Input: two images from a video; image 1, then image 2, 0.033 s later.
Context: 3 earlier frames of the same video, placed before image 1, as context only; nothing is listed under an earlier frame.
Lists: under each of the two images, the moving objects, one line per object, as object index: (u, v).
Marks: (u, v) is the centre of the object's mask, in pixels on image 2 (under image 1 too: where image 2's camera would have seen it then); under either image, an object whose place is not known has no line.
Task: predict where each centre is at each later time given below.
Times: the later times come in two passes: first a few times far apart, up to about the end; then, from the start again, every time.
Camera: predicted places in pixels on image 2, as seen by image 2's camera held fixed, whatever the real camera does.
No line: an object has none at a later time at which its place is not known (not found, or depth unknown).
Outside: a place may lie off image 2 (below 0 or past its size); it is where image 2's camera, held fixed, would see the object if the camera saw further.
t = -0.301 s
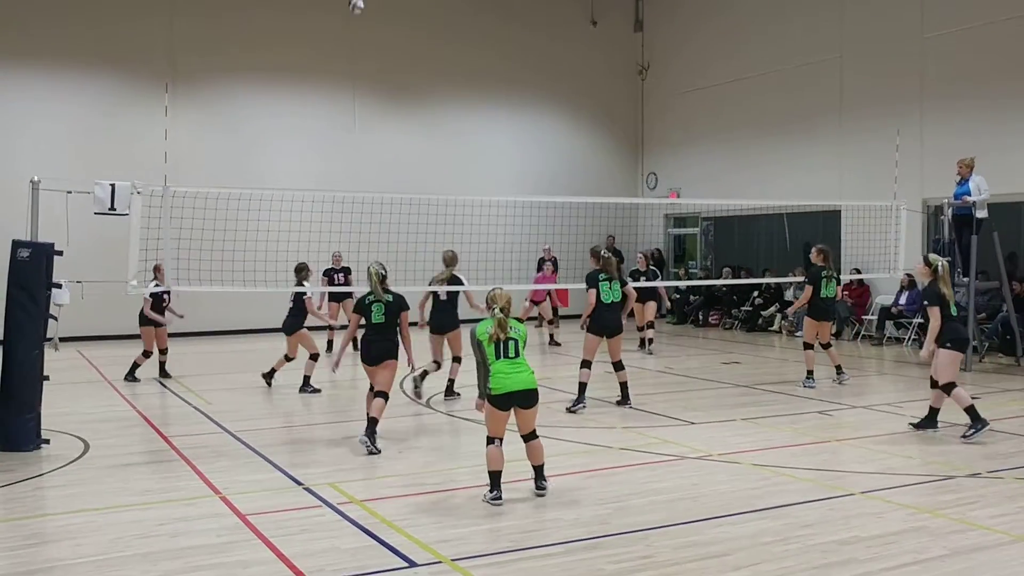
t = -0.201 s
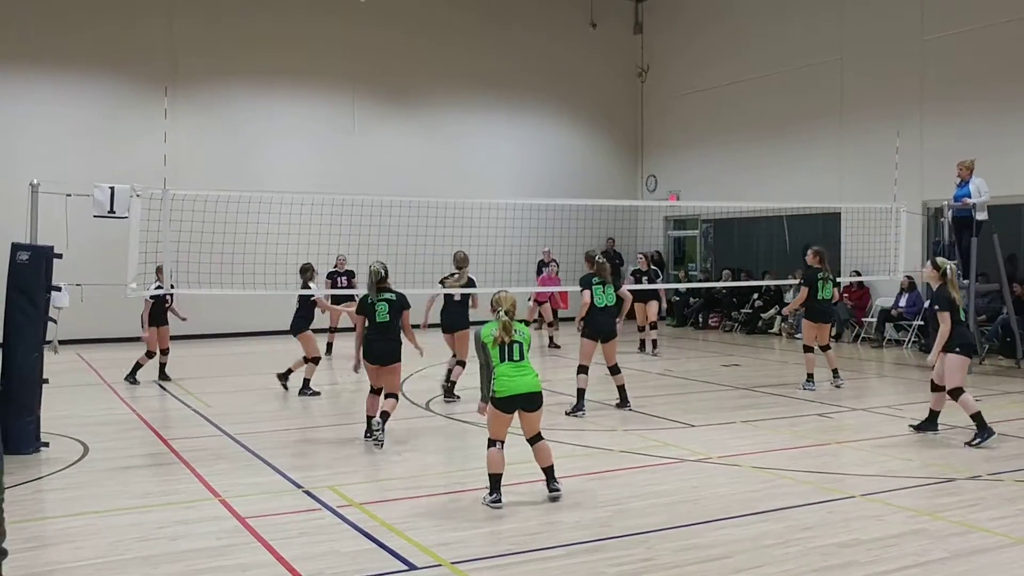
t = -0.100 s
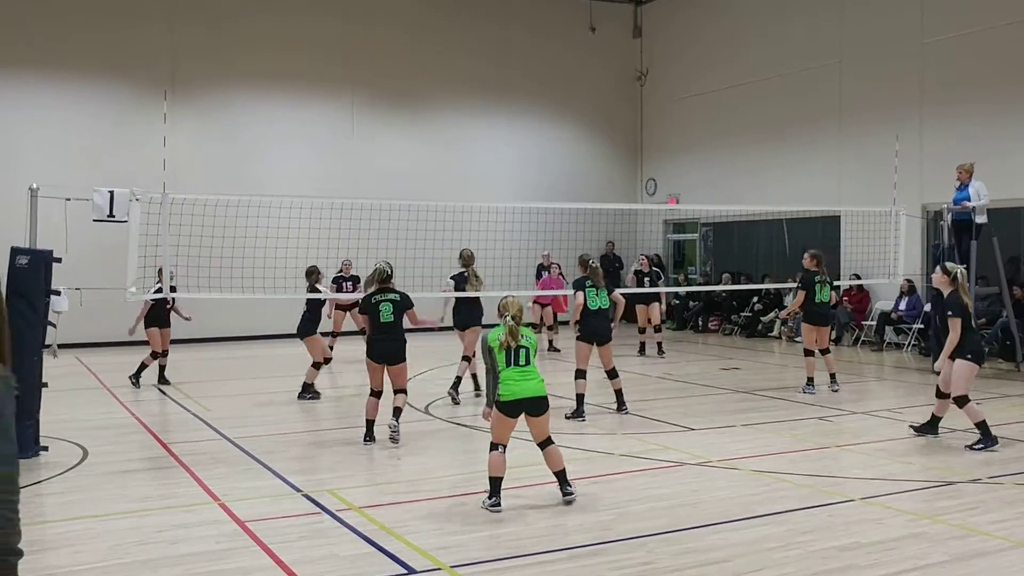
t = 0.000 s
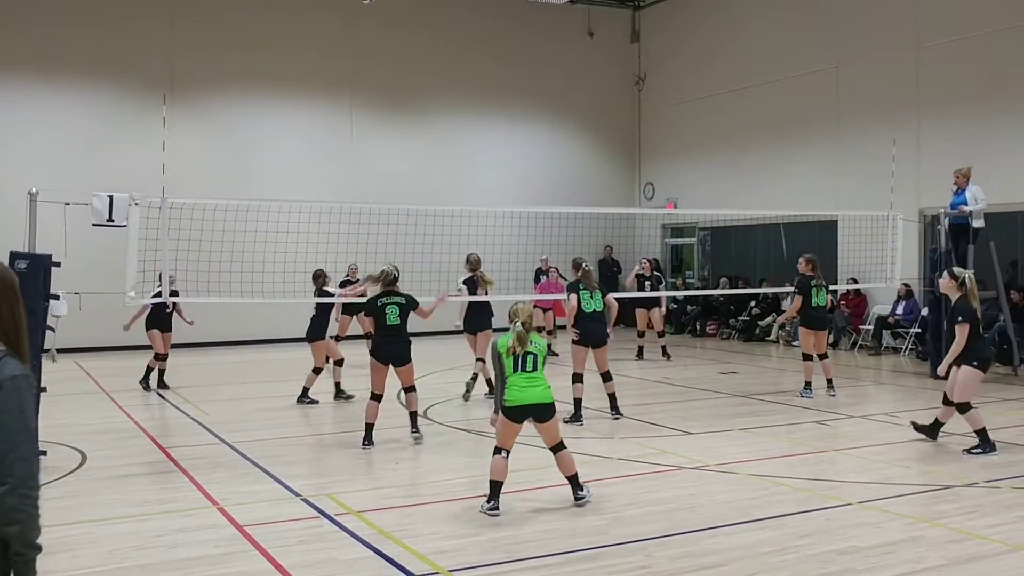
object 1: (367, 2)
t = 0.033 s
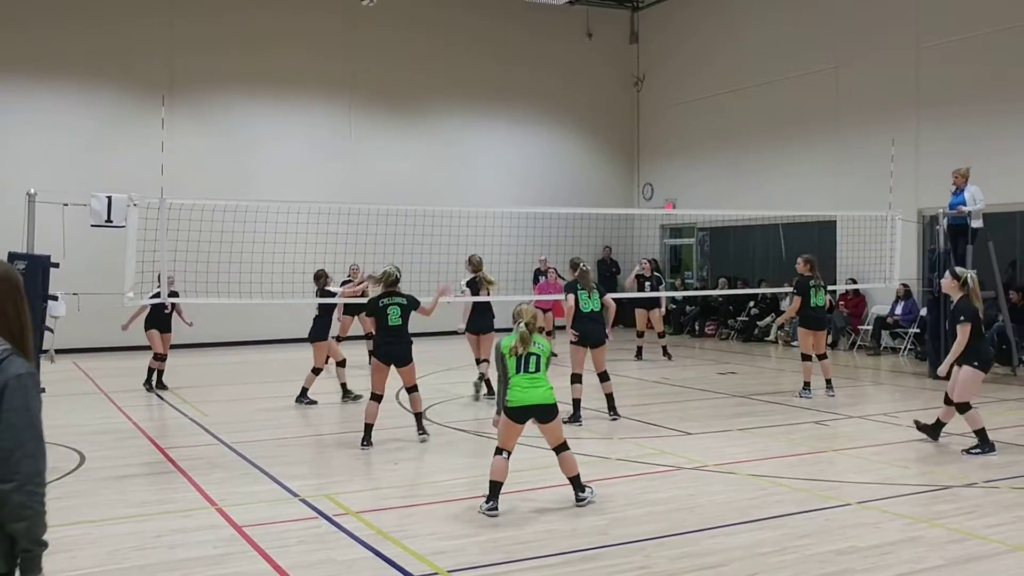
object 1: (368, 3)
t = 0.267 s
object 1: (380, 33)
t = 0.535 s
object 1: (396, 131)
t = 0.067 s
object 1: (369, 3)
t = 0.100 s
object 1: (371, 5)
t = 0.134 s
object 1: (372, 7)
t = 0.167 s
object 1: (374, 12)
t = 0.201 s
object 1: (377, 18)
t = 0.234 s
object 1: (378, 25)
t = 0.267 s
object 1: (380, 33)
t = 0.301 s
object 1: (381, 43)
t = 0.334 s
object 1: (384, 53)
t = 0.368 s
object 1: (386, 63)
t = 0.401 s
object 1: (388, 75)
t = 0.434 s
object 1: (390, 88)
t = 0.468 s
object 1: (392, 101)
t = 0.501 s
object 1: (394, 115)
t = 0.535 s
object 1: (396, 131)
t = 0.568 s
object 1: (398, 149)
